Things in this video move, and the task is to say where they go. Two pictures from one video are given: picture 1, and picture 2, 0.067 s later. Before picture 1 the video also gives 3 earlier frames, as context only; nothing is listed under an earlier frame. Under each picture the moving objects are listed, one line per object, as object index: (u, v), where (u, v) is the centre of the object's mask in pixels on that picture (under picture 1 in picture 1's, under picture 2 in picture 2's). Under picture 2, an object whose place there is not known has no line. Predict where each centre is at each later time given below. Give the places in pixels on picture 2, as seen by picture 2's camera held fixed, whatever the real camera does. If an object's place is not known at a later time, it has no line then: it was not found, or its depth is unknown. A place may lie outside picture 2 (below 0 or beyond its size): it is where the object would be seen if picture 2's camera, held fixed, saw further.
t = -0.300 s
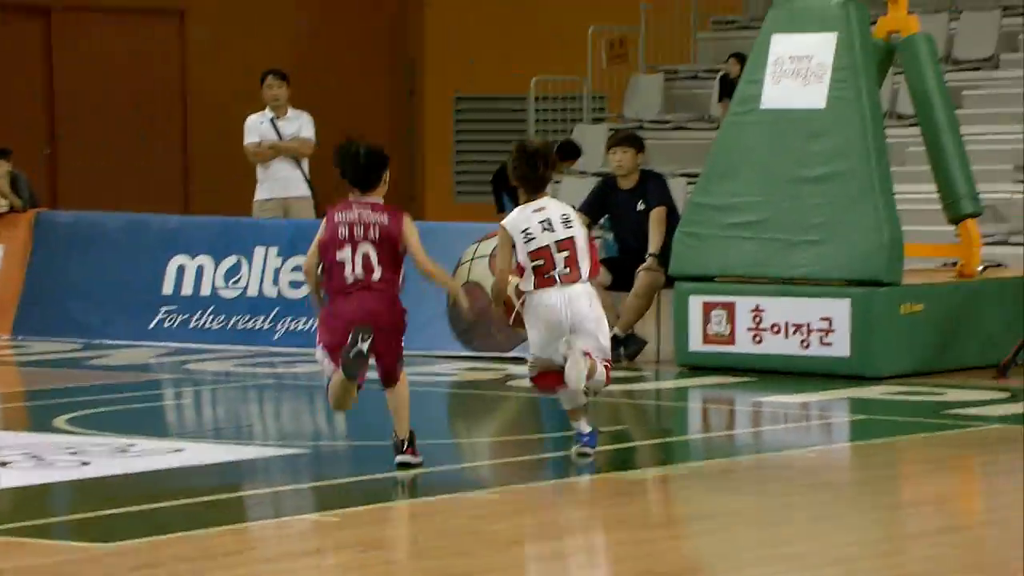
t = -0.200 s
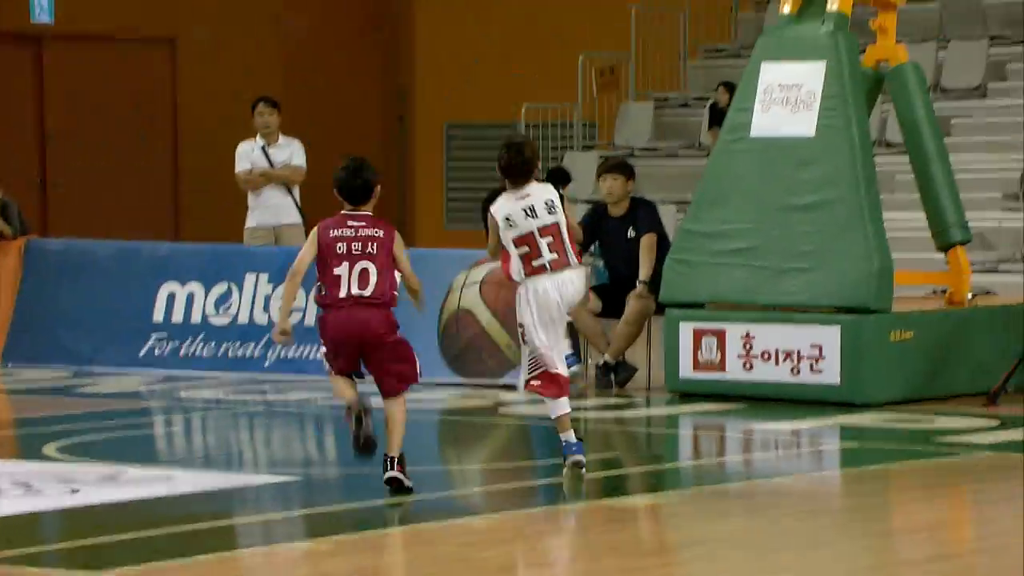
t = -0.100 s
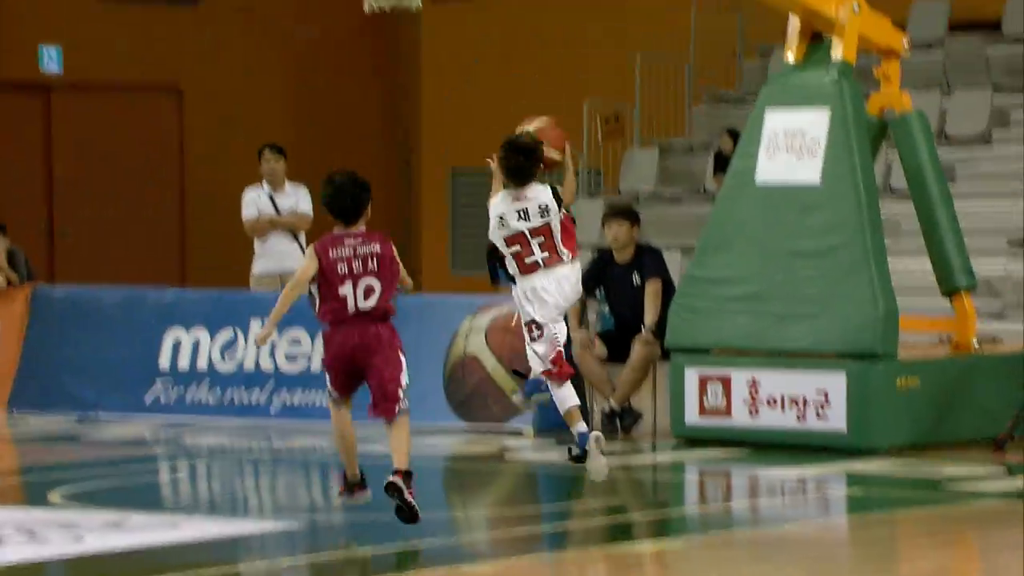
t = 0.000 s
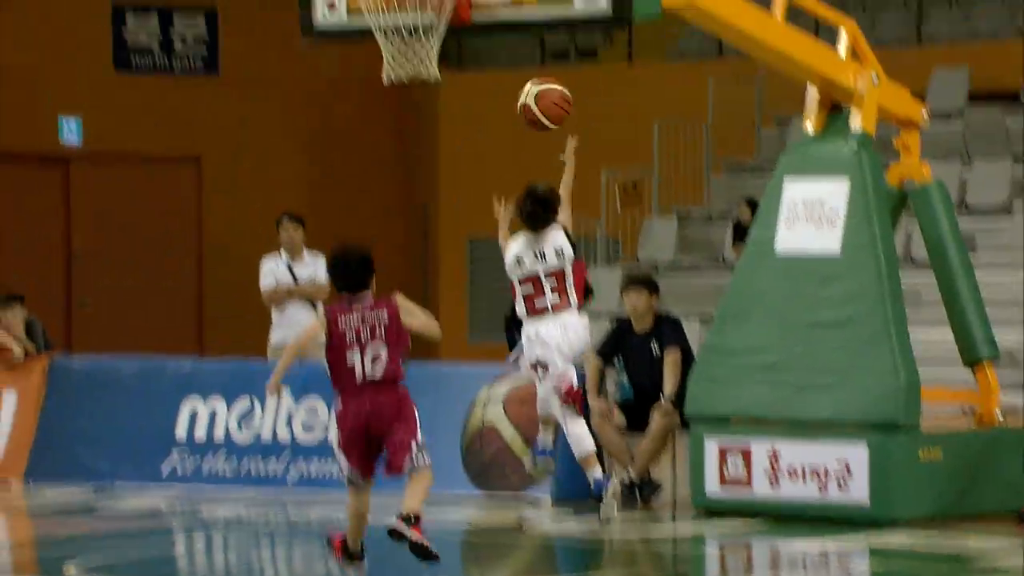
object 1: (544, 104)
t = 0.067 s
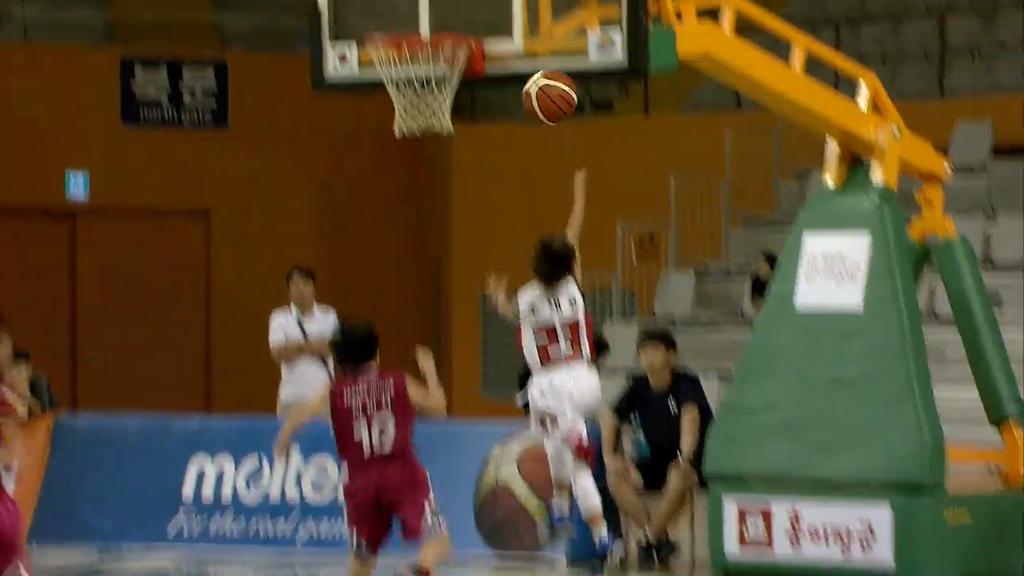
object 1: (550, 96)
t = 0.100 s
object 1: (546, 71)
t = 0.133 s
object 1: (542, 48)
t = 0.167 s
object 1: (537, 28)
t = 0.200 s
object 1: (533, 10)
